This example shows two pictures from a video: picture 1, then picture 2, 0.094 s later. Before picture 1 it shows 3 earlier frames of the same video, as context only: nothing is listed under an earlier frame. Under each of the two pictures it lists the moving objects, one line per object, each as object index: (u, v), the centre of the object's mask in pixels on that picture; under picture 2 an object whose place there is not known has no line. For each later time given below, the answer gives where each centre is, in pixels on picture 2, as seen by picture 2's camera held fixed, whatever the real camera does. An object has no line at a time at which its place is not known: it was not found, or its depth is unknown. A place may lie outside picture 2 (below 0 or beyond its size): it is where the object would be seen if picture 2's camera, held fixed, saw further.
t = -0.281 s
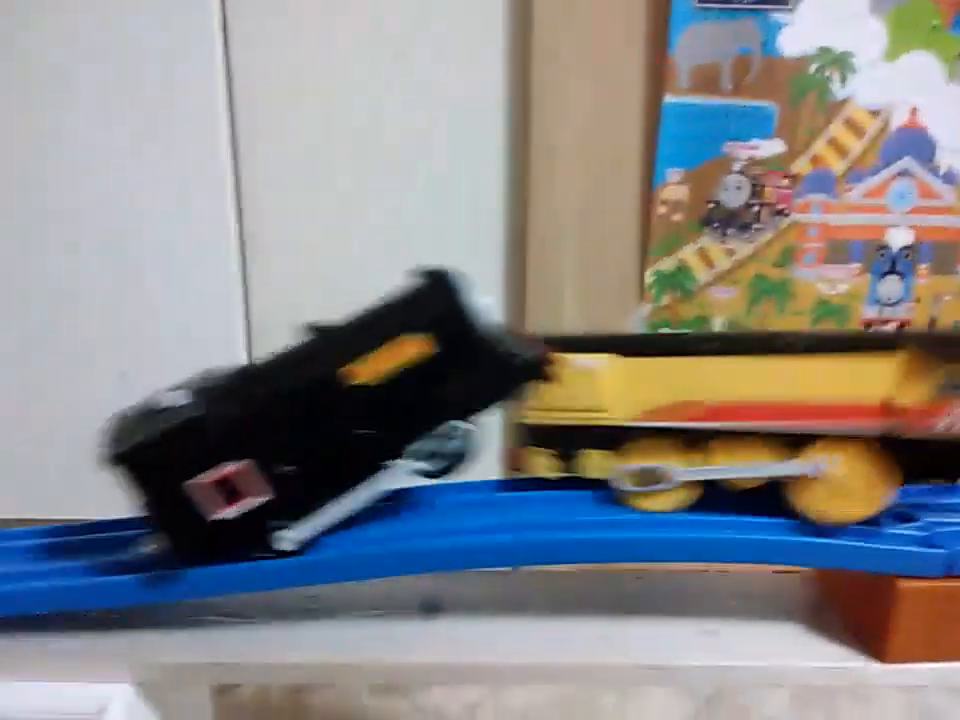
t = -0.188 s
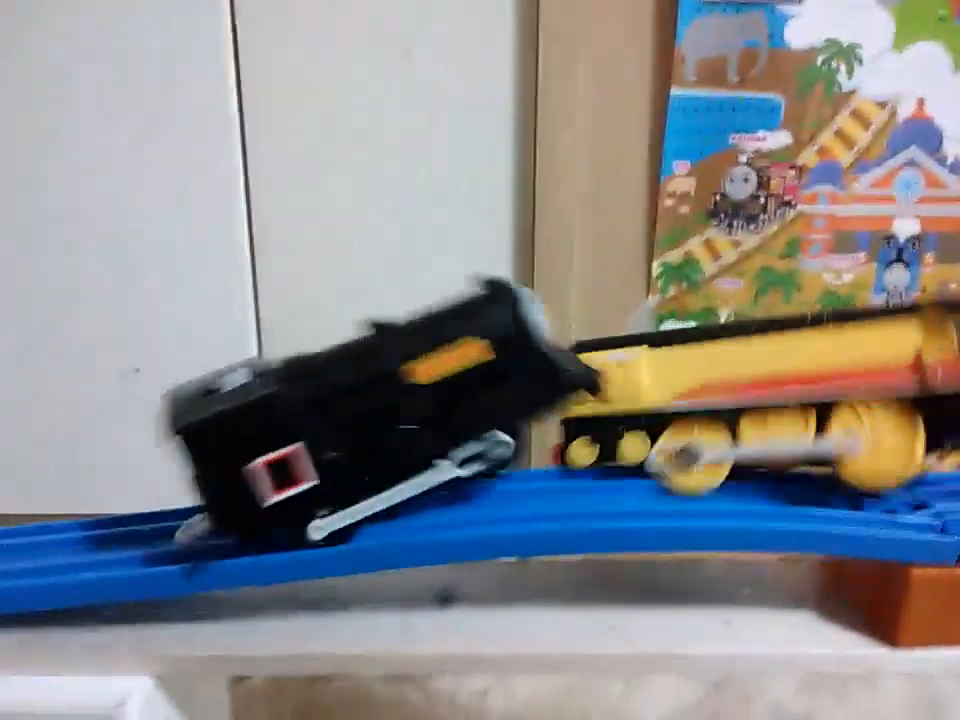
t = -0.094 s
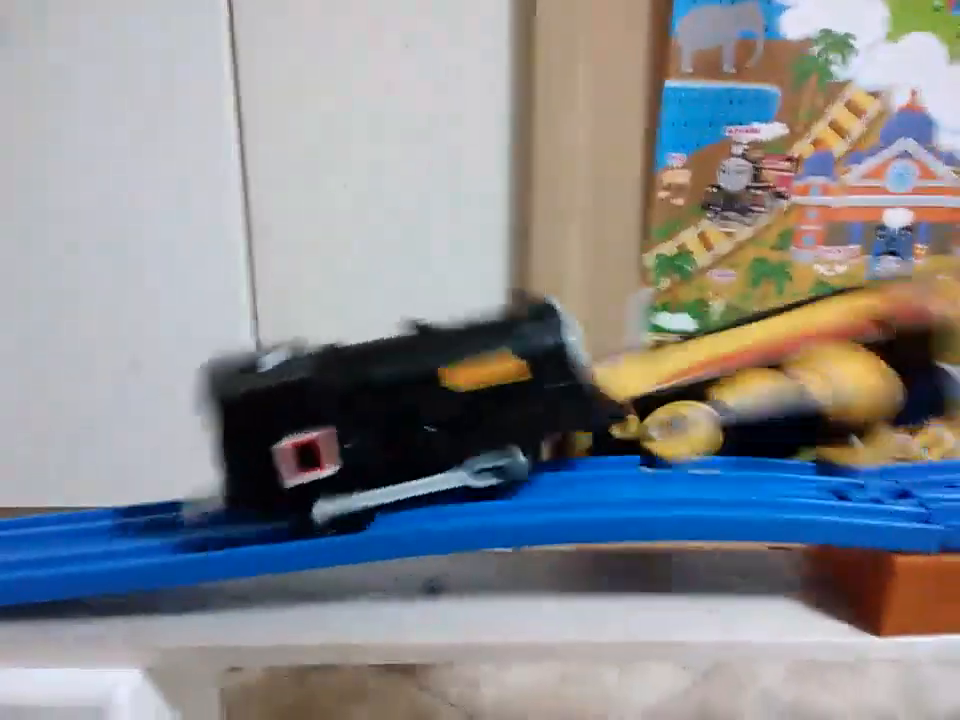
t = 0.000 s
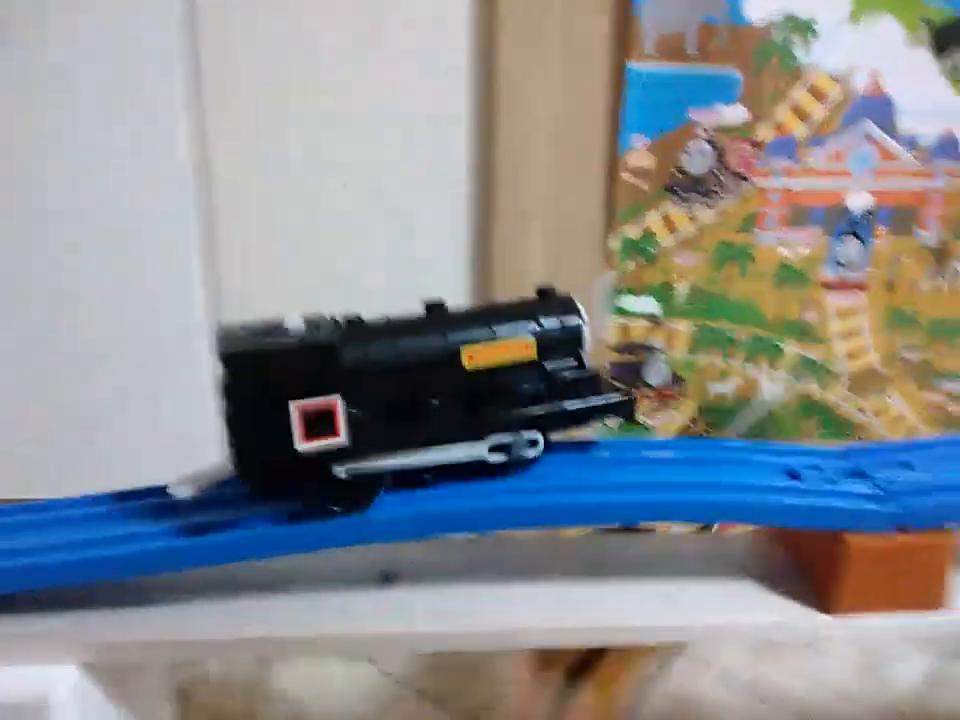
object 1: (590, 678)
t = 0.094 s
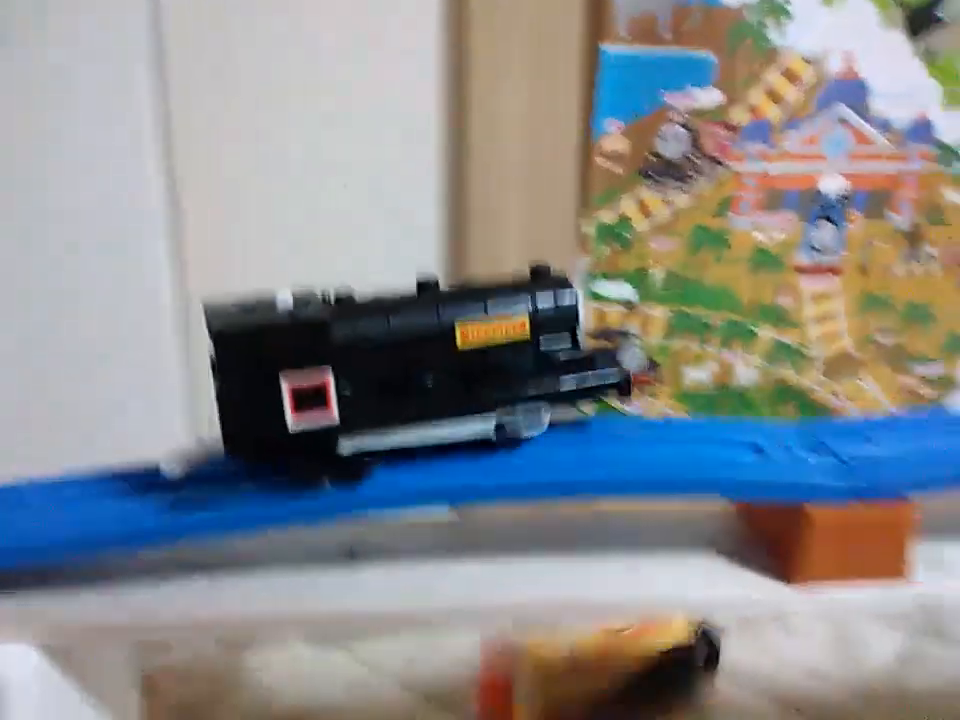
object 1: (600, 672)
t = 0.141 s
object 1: (591, 649)
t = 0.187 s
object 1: (590, 644)
